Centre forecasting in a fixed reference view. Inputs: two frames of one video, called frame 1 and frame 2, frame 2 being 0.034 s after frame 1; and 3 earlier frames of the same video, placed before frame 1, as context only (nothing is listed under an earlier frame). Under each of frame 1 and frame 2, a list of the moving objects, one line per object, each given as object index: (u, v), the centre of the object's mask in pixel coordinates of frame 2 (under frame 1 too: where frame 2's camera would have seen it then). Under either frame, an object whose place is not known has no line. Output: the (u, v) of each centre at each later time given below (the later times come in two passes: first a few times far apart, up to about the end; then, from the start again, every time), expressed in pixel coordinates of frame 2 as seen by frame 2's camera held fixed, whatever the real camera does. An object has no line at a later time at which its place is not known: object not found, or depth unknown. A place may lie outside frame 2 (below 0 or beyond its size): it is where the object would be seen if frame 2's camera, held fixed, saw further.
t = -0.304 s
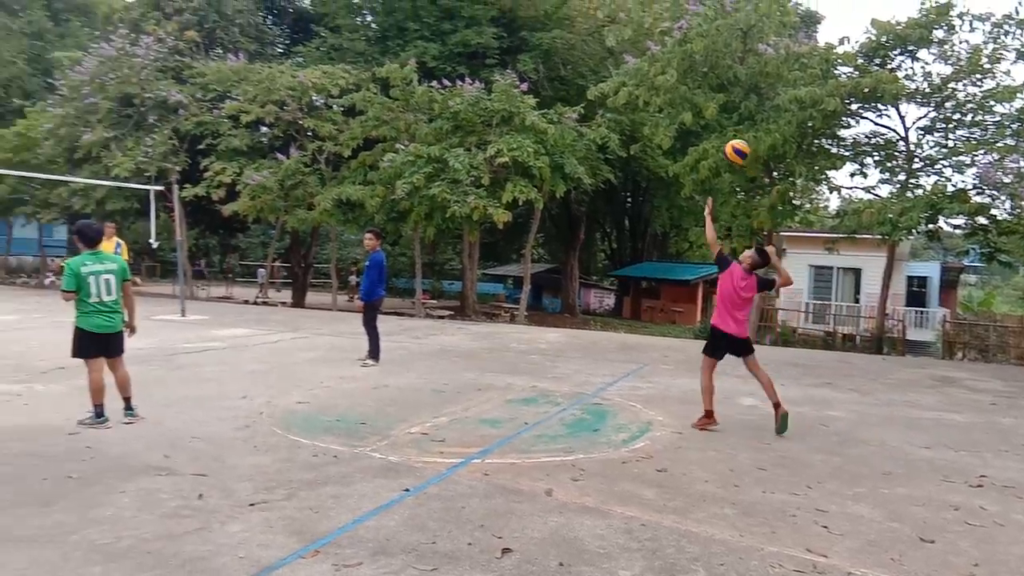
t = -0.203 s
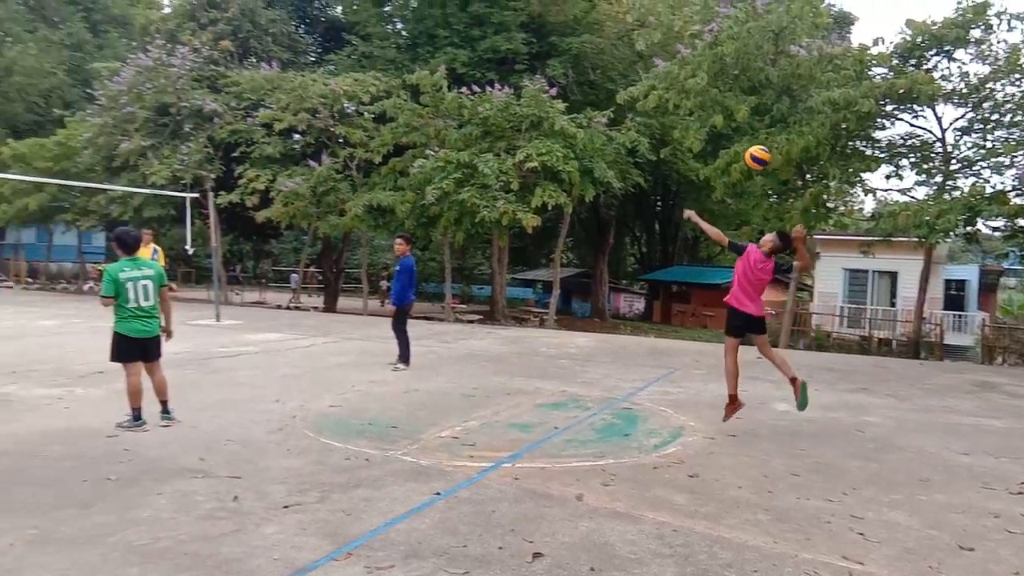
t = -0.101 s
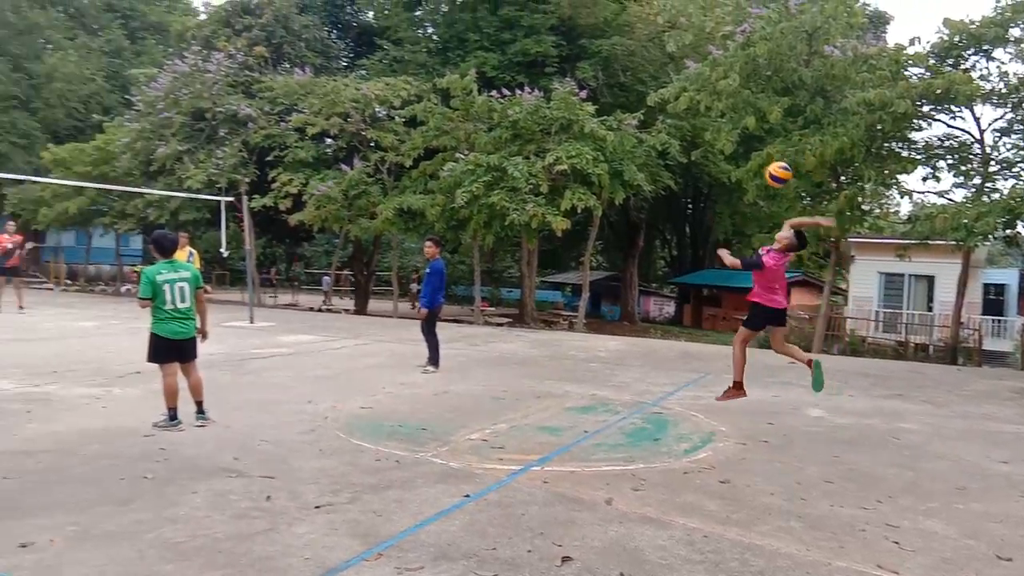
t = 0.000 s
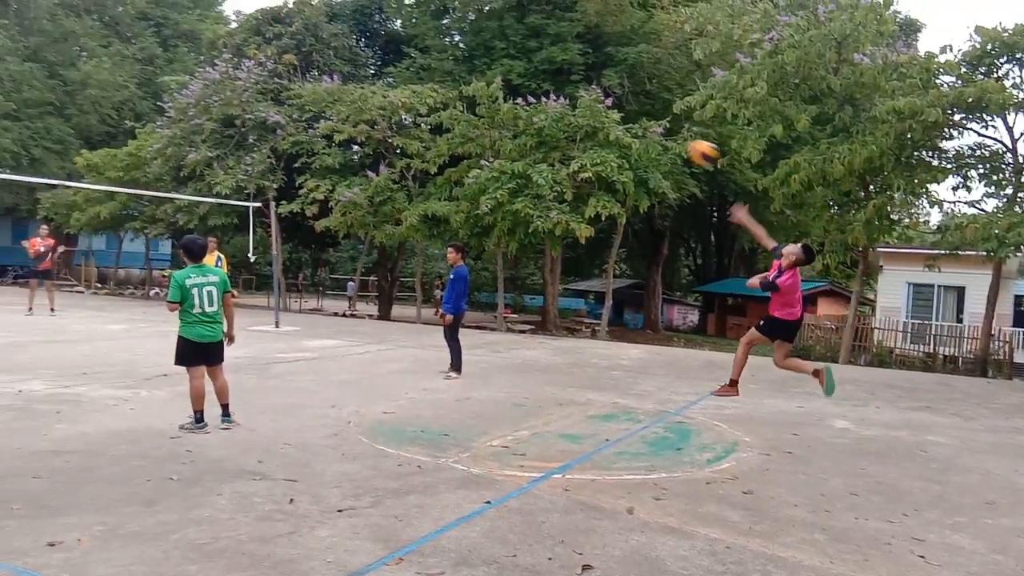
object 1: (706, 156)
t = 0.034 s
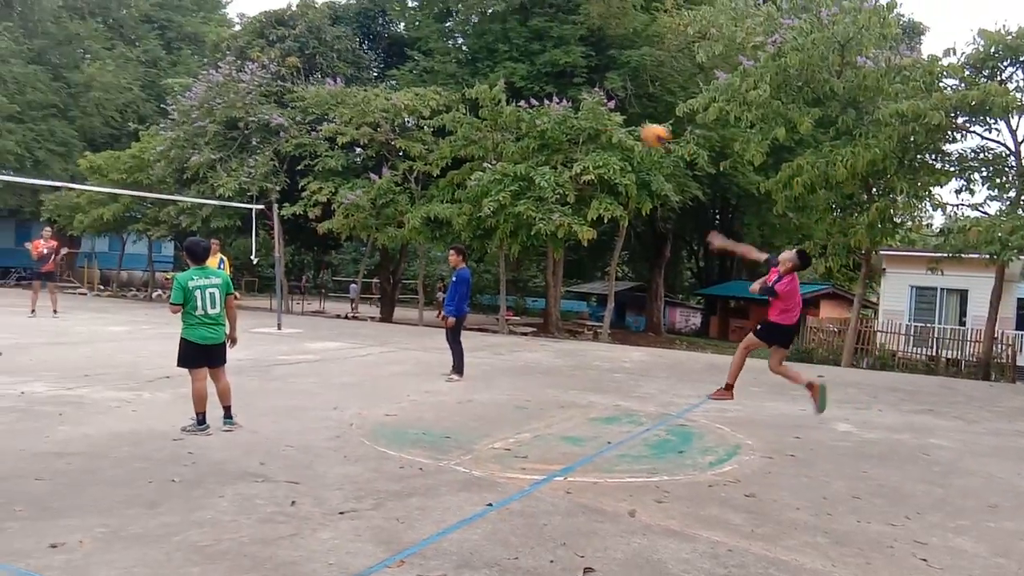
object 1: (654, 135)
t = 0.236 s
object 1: (395, 56)
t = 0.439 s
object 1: (191, 30)
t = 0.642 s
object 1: (25, 41)
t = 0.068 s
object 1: (607, 118)
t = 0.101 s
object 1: (561, 102)
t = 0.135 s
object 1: (517, 89)
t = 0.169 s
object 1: (474, 76)
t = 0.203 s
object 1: (434, 66)
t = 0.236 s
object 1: (395, 56)
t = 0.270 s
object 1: (359, 48)
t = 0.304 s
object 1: (323, 41)
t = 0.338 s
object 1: (287, 36)
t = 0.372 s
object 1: (255, 33)
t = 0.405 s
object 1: (222, 30)
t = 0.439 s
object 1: (191, 30)
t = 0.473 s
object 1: (161, 30)
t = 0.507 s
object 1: (131, 30)
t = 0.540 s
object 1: (104, 31)
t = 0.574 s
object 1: (77, 34)
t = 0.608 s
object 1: (51, 37)
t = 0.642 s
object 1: (25, 41)
